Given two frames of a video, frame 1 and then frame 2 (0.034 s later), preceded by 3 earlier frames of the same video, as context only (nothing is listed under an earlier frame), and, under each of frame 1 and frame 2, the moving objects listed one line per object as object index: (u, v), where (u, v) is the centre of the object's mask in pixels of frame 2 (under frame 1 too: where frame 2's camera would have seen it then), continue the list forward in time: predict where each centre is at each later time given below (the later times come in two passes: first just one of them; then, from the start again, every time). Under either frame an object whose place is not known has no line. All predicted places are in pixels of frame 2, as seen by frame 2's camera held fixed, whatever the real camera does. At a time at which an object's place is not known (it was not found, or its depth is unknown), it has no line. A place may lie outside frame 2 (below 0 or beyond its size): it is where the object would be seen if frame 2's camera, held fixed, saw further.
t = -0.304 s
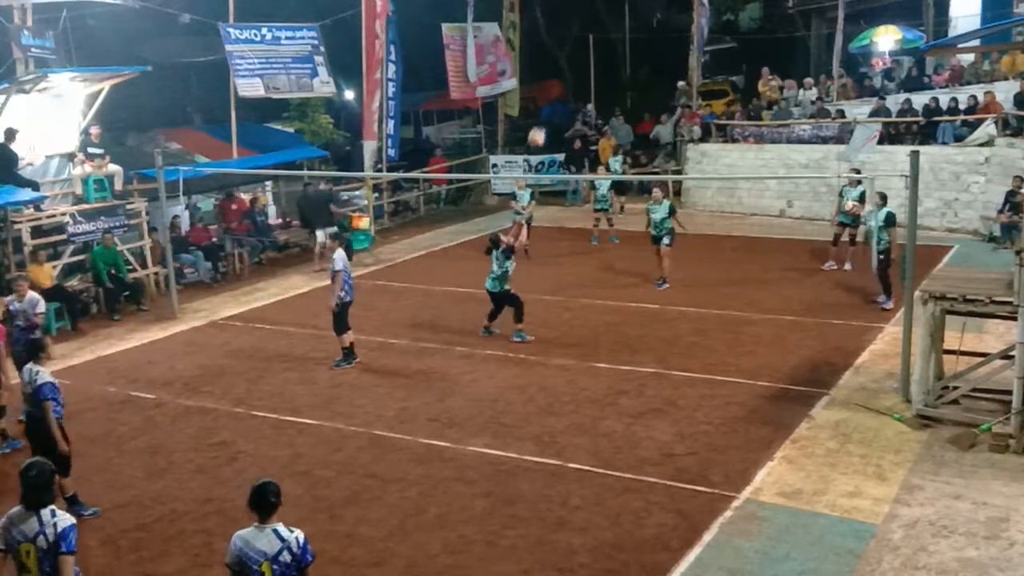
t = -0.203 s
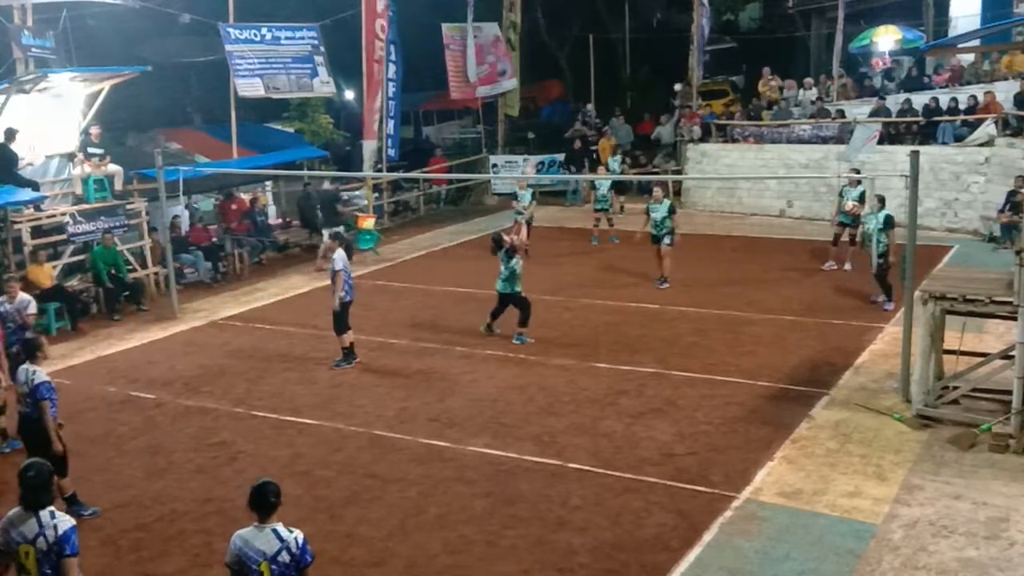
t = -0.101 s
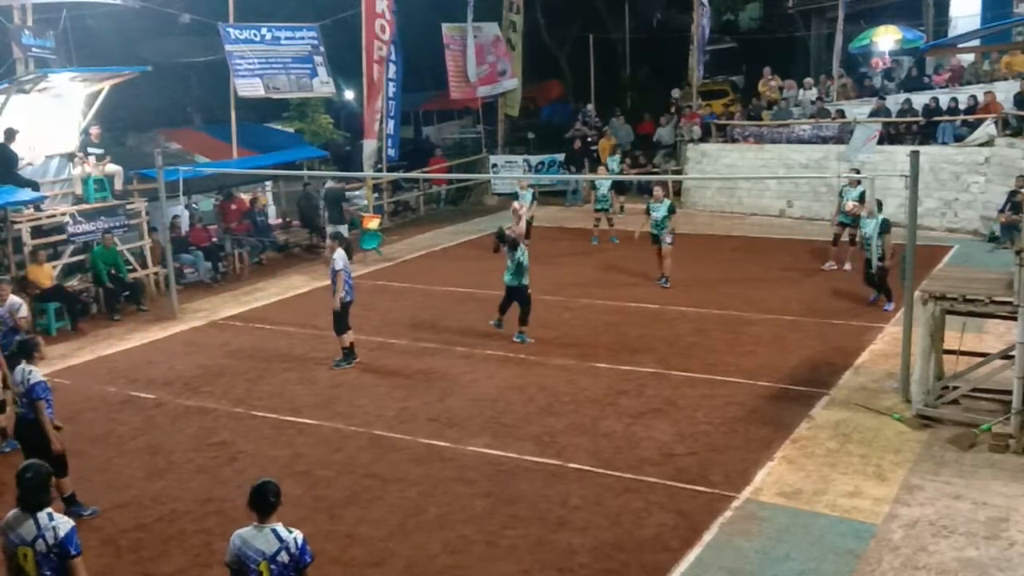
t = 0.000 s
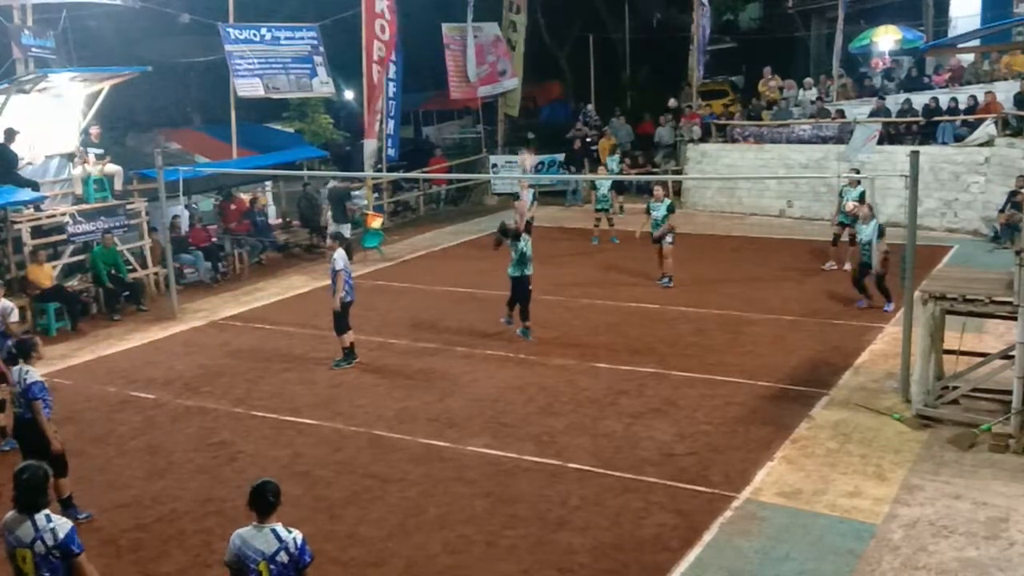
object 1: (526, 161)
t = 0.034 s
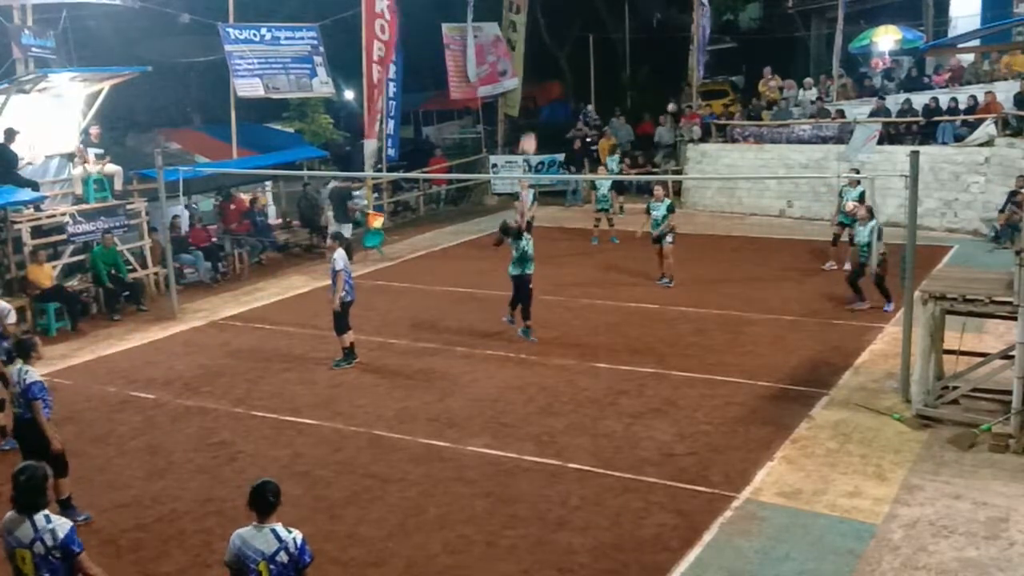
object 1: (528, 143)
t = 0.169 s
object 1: (539, 86)
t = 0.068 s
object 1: (530, 128)
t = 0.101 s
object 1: (533, 114)
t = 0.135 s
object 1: (536, 100)
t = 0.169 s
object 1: (539, 86)
